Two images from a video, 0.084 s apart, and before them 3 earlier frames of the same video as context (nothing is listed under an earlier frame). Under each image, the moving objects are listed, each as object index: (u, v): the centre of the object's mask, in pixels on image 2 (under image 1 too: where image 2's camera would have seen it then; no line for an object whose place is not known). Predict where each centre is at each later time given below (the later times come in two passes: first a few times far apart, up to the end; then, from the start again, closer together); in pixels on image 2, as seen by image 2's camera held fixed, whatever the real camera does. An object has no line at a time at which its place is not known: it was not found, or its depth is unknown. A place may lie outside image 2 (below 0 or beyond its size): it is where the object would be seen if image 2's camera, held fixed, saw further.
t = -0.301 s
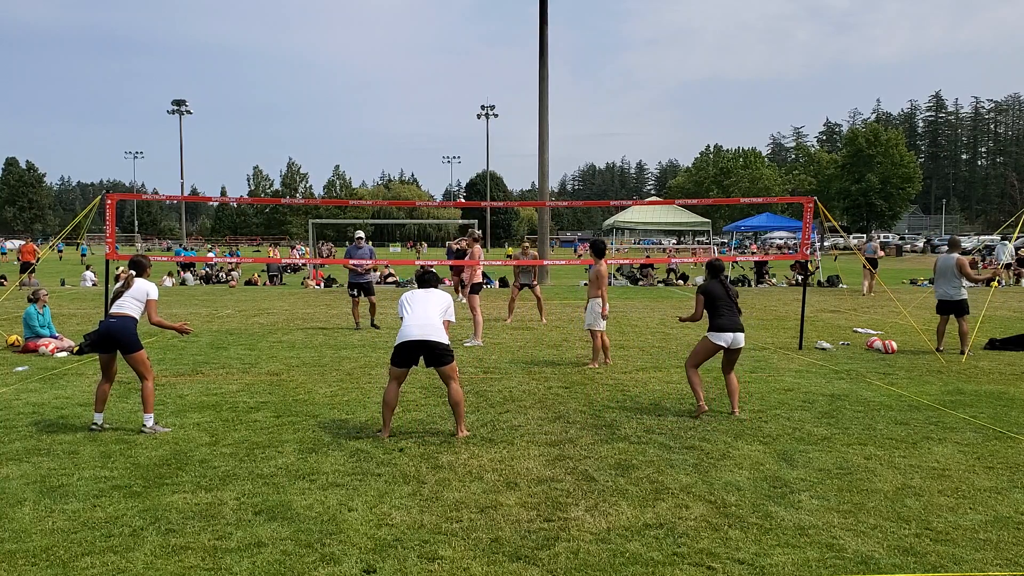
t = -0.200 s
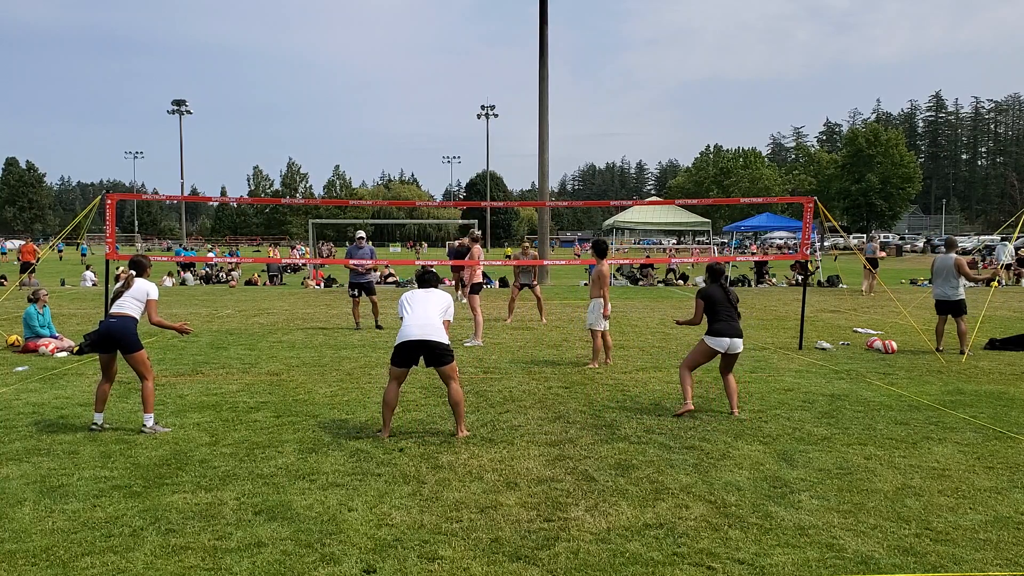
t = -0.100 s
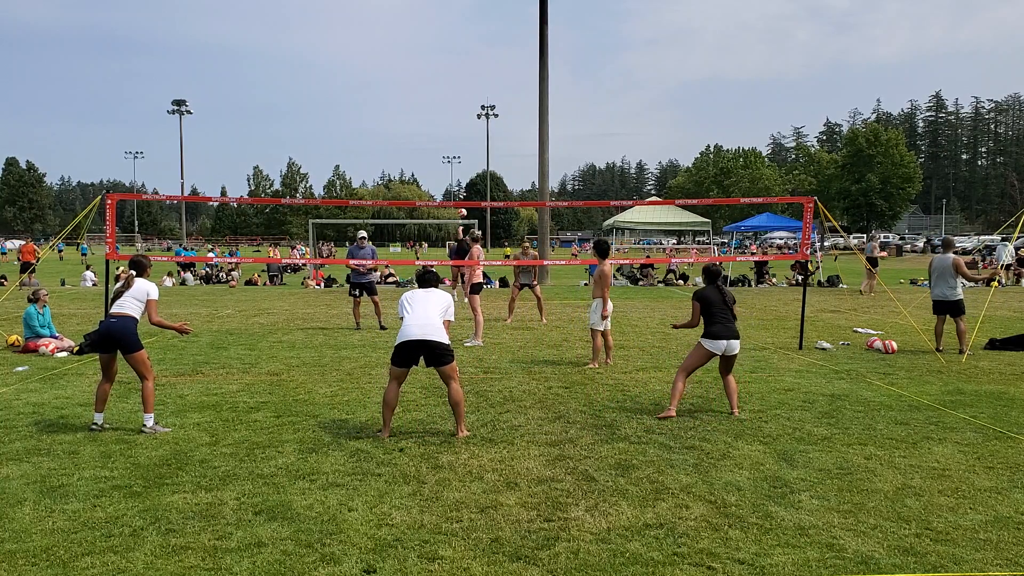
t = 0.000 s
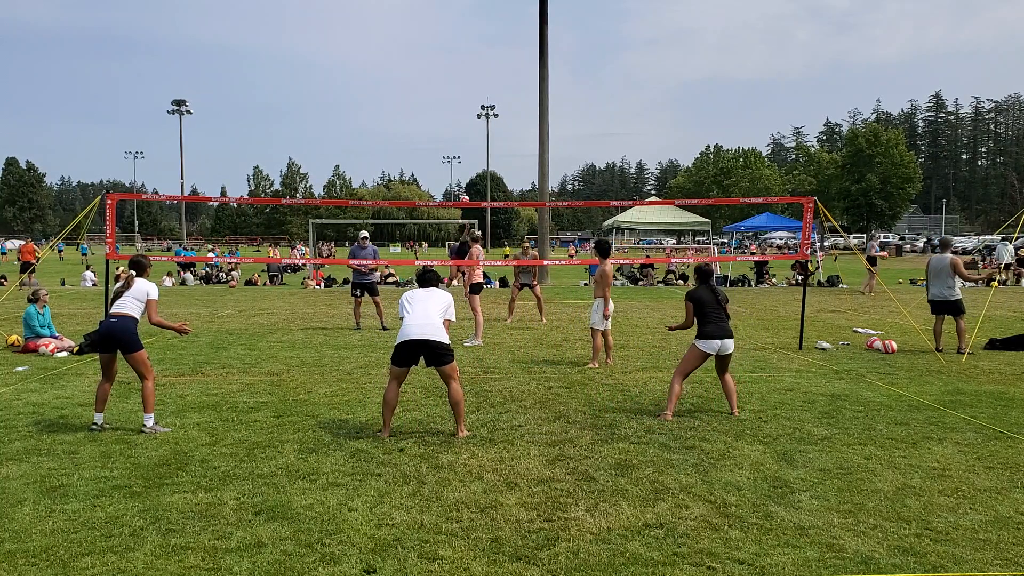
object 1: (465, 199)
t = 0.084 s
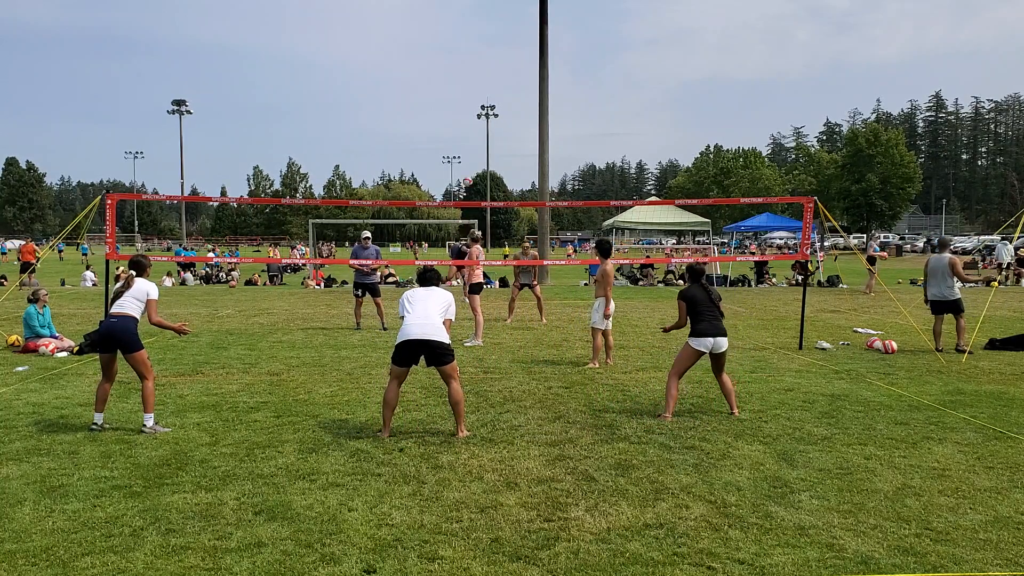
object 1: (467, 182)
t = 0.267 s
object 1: (472, 142)
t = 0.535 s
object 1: (474, 93)
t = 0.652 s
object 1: (472, 79)
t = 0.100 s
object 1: (467, 178)
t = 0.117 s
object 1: (469, 174)
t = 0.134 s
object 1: (469, 170)
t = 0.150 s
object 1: (469, 167)
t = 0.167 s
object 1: (470, 163)
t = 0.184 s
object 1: (470, 159)
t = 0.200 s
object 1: (470, 156)
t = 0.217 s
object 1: (471, 153)
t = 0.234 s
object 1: (472, 149)
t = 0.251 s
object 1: (472, 145)
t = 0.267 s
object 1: (472, 142)
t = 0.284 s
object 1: (472, 138)
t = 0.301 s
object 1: (473, 135)
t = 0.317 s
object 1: (473, 131)
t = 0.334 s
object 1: (473, 128)
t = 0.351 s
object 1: (473, 125)
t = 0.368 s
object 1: (474, 121)
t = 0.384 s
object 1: (474, 118)
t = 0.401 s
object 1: (474, 115)
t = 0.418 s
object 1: (474, 112)
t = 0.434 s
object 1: (474, 109)
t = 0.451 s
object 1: (474, 106)
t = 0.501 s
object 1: (474, 98)
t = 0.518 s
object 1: (474, 95)
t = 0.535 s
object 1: (474, 93)
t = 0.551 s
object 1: (474, 90)
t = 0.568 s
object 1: (474, 88)
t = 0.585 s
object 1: (473, 86)
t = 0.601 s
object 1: (473, 84)
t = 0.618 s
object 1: (473, 82)
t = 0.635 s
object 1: (472, 80)
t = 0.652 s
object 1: (472, 79)
